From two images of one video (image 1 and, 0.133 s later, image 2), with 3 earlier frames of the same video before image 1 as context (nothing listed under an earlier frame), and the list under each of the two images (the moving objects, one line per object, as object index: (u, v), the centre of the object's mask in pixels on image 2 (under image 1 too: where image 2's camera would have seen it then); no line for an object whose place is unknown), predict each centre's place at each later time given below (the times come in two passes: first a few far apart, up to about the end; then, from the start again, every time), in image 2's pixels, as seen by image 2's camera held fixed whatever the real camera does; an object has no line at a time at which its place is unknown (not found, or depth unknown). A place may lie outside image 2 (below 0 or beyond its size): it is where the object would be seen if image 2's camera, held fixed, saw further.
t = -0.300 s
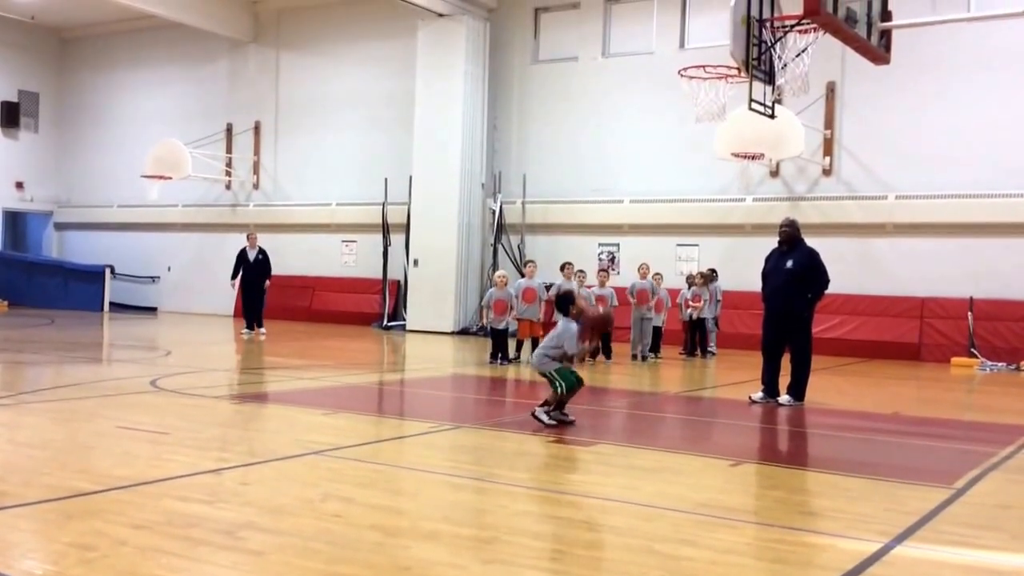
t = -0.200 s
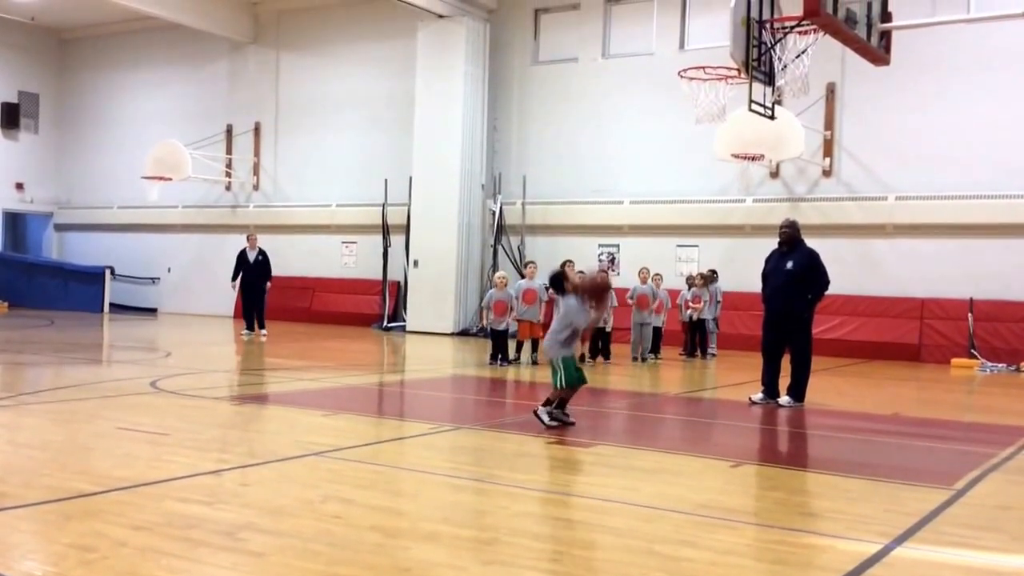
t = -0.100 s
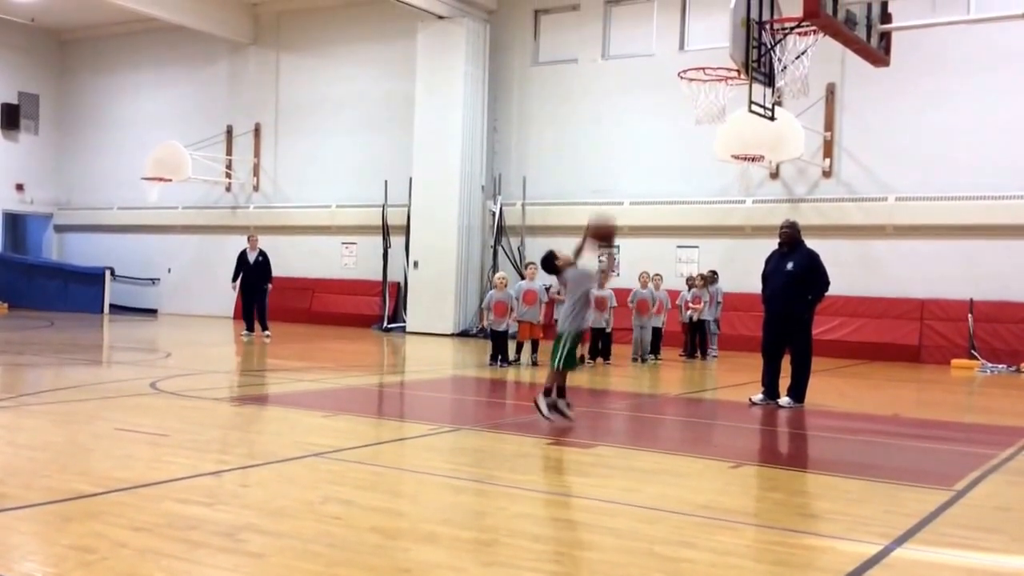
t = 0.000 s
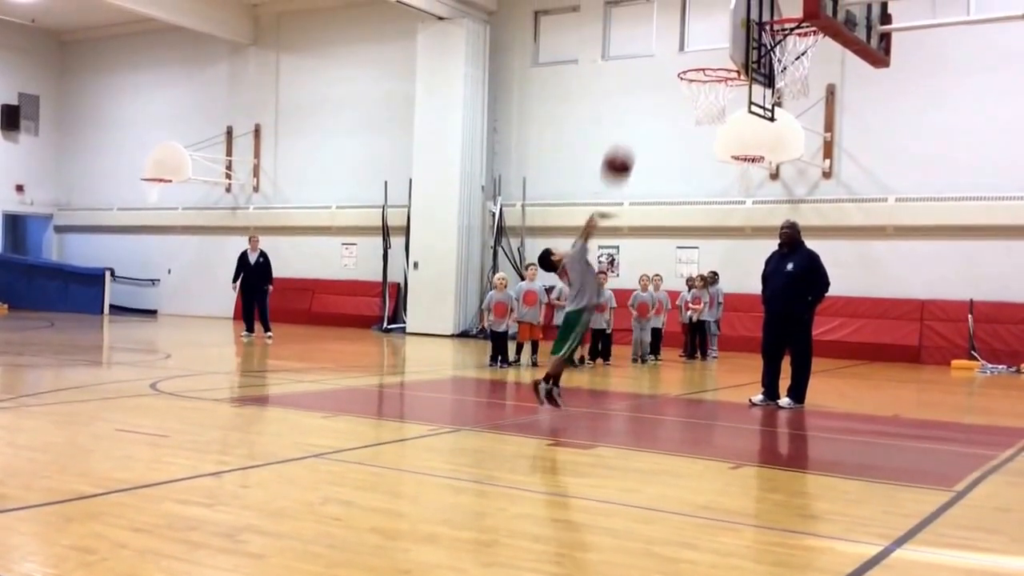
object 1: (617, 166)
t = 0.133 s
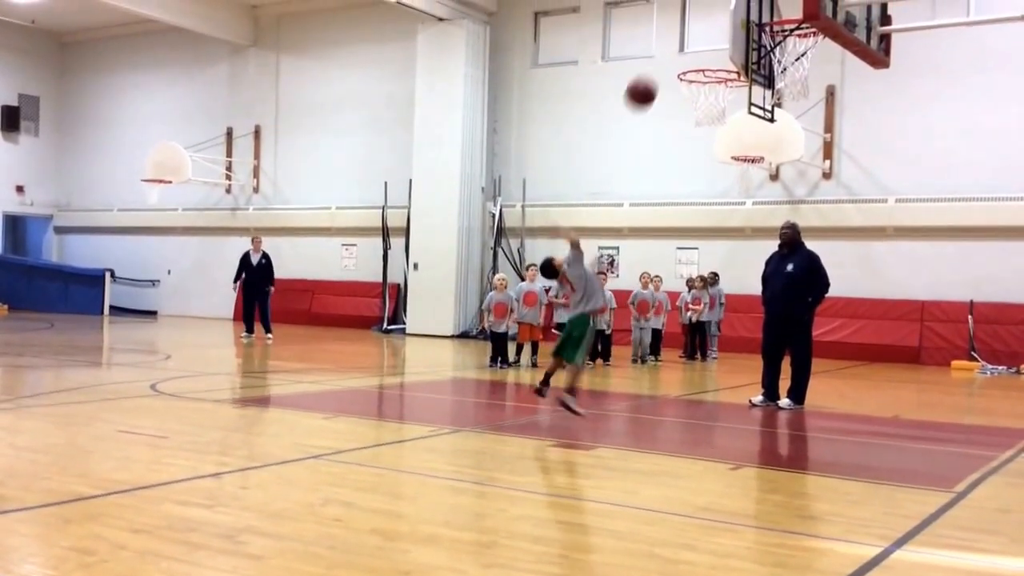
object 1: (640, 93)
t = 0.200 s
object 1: (652, 65)
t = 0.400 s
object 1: (684, 19)
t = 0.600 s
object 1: (713, 25)
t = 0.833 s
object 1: (724, 44)
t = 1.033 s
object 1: (716, 58)
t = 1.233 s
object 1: (700, 121)
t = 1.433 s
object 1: (685, 224)
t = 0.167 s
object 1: (646, 79)
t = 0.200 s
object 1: (652, 65)
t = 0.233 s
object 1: (657, 53)
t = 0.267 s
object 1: (662, 44)
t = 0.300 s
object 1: (668, 35)
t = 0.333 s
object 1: (673, 28)
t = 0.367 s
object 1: (679, 23)
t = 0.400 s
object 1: (684, 19)
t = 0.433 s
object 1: (689, 17)
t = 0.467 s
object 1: (694, 16)
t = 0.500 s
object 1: (699, 16)
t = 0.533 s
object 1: (703, 17)
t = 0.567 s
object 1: (708, 20)
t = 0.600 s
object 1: (713, 25)
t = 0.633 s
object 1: (716, 30)
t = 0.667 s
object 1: (718, 38)
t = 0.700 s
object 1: (720, 47)
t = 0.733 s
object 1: (723, 57)
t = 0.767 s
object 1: (724, 52)
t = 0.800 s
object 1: (725, 46)
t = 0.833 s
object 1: (724, 44)
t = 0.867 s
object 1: (722, 43)
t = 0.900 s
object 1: (721, 43)
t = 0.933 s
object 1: (720, 45)
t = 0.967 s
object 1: (719, 48)
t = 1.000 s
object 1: (718, 53)
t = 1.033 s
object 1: (716, 58)
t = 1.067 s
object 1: (714, 66)
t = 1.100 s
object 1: (712, 75)
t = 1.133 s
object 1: (708, 86)
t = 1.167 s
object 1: (705, 97)
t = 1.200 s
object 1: (702, 109)
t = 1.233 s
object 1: (700, 121)
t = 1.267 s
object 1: (698, 135)
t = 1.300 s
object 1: (695, 150)
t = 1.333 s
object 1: (692, 166)
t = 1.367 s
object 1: (690, 184)
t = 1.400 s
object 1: (687, 204)
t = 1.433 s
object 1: (685, 224)
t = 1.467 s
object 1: (681, 246)
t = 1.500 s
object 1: (679, 267)
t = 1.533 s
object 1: (676, 293)
